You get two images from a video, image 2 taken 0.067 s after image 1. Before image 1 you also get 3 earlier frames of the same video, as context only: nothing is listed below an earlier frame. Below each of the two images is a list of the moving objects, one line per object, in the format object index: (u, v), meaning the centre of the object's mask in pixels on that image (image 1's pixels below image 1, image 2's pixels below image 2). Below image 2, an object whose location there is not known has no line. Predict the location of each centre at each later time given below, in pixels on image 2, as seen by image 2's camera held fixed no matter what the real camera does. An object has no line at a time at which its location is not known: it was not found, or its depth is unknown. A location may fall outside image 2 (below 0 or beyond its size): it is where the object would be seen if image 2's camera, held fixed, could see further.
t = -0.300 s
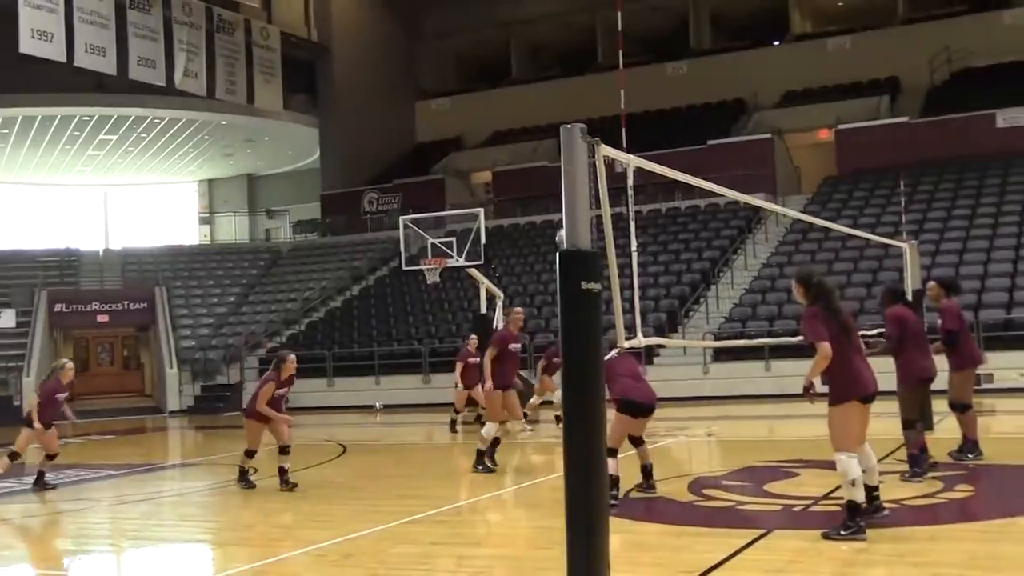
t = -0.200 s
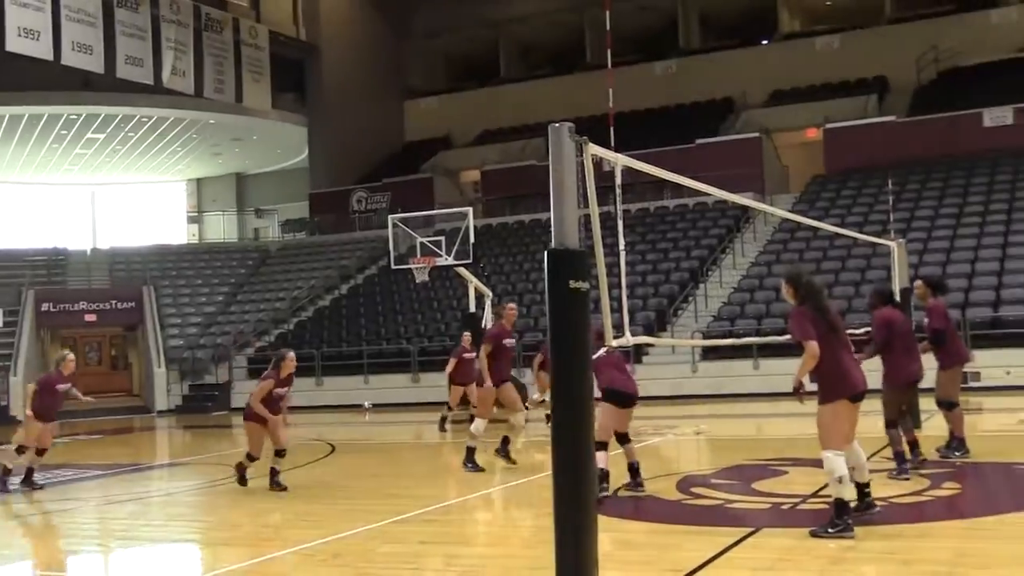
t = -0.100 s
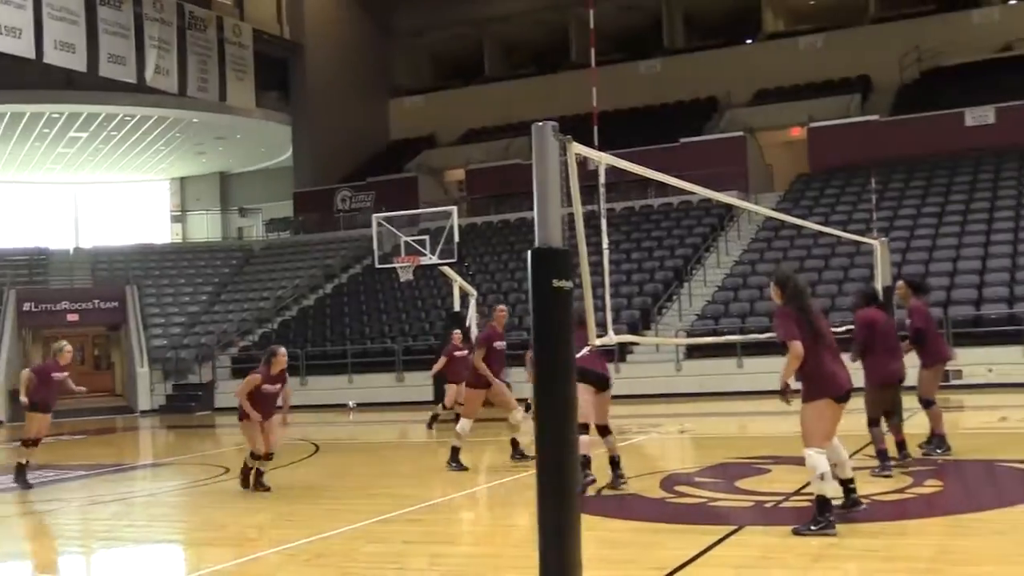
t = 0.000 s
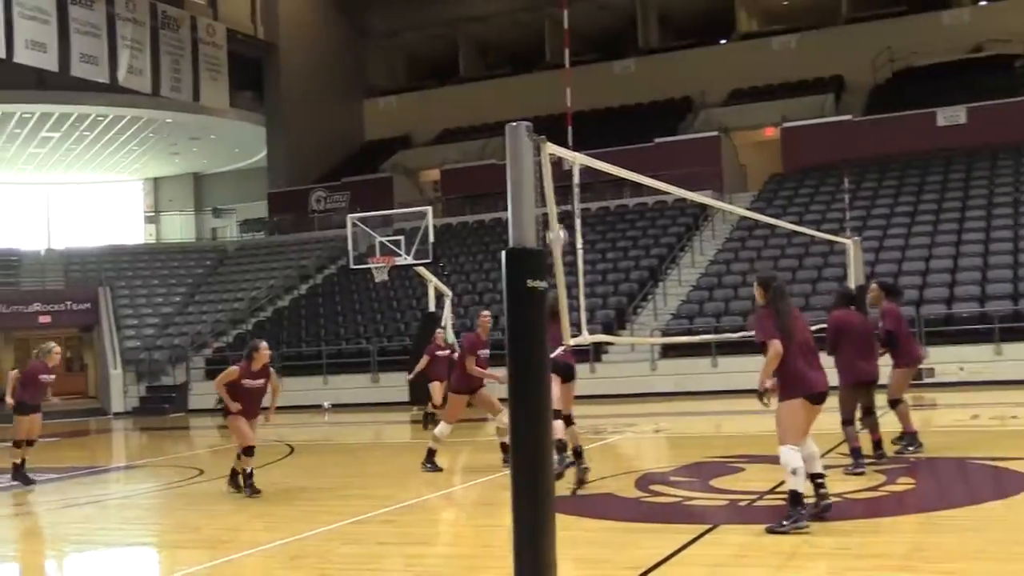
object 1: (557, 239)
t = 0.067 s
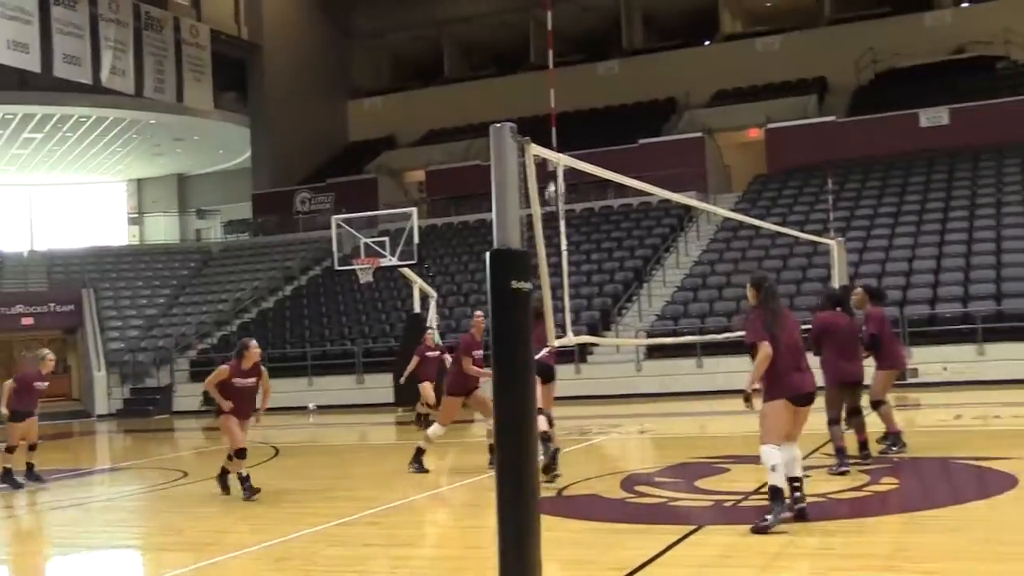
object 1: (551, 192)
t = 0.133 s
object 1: (572, 149)
